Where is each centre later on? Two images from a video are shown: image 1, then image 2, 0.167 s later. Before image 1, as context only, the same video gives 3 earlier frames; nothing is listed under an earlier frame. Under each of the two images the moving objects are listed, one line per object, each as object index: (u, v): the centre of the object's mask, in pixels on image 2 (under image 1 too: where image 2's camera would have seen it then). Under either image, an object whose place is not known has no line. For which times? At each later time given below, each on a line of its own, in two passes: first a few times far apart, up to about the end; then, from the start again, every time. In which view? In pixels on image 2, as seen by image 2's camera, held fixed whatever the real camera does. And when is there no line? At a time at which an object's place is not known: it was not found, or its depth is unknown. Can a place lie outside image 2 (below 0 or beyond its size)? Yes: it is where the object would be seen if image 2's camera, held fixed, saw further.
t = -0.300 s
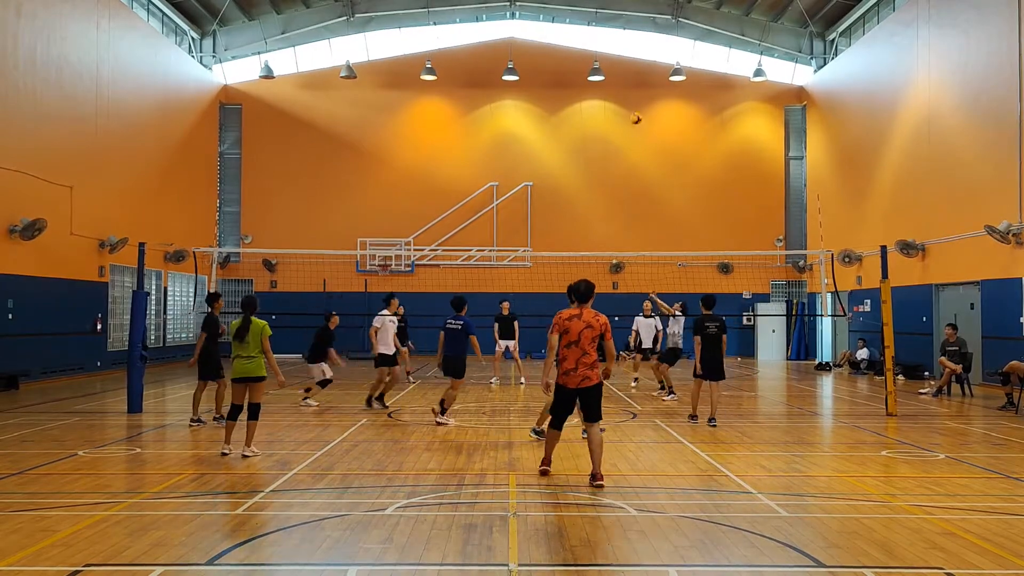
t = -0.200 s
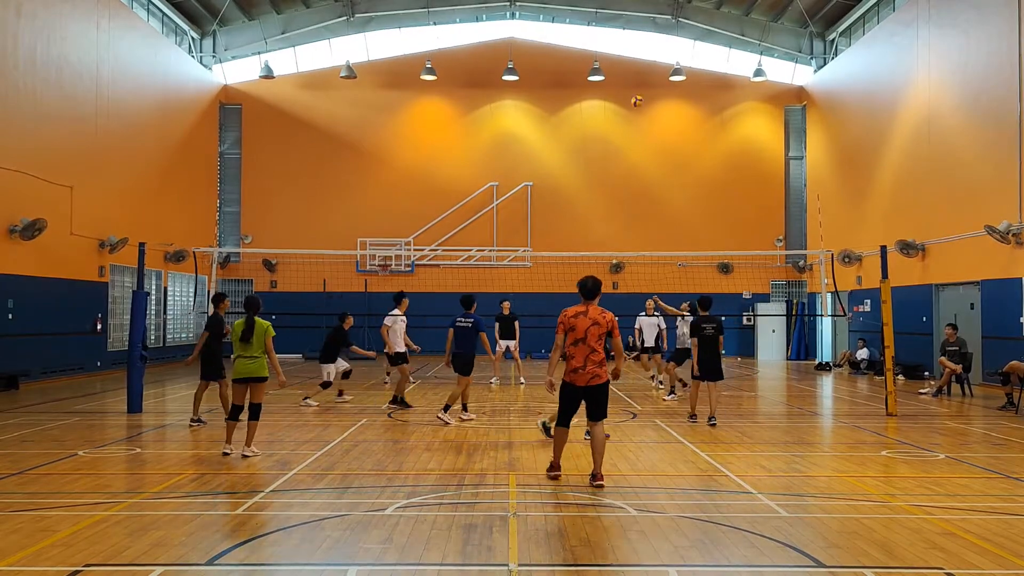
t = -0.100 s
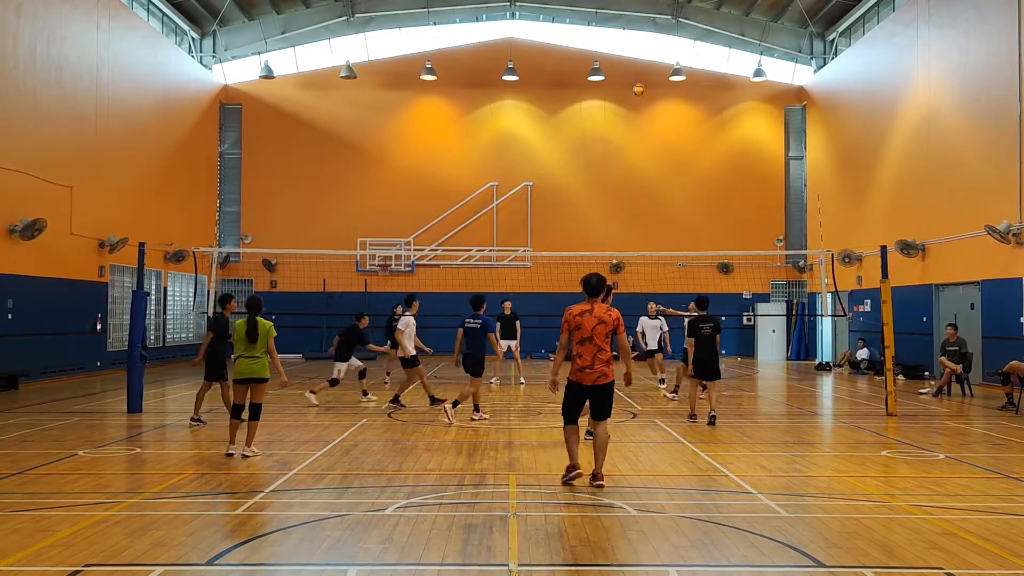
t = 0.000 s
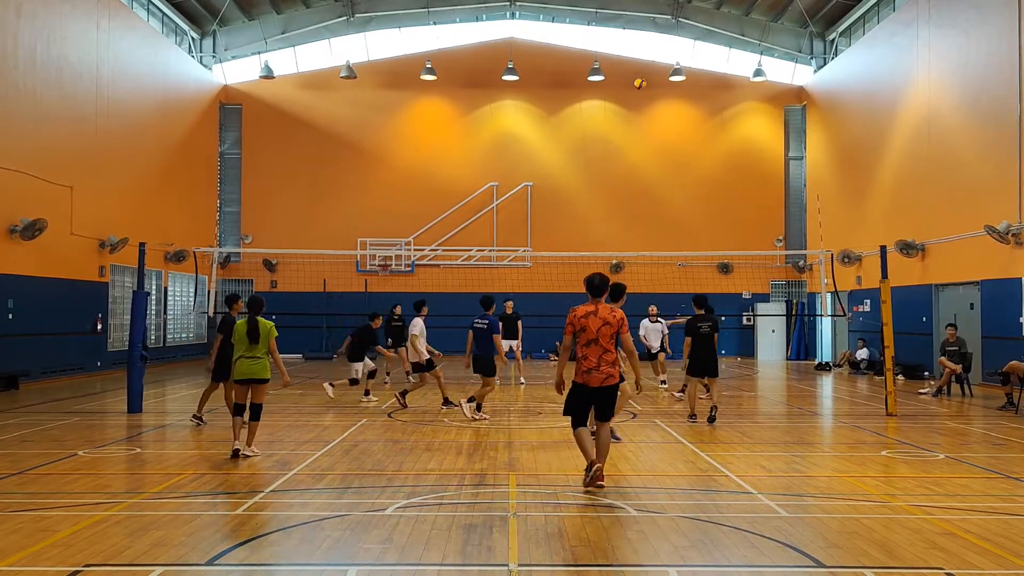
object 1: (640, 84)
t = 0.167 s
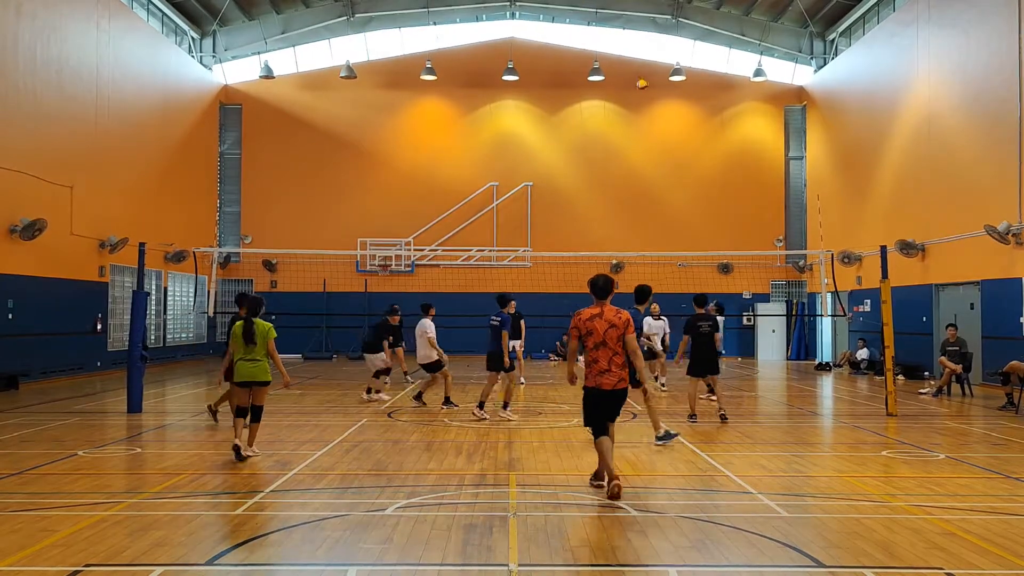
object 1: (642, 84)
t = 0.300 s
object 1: (644, 96)
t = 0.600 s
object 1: (648, 156)
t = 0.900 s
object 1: (651, 252)
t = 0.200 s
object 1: (642, 87)
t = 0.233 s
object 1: (643, 89)
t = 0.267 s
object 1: (643, 92)
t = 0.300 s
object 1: (644, 96)
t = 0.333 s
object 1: (645, 101)
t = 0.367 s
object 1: (645, 106)
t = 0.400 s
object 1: (645, 111)
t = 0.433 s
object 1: (645, 117)
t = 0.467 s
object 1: (646, 124)
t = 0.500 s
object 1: (647, 131)
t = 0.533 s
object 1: (648, 138)
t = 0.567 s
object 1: (647, 146)
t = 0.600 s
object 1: (648, 156)
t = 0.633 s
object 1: (648, 165)
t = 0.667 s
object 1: (650, 175)
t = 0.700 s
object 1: (648, 184)
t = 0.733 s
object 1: (648, 194)
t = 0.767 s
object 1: (649, 205)
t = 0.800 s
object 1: (650, 216)
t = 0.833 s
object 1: (651, 229)
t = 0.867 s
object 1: (651, 241)
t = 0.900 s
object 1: (651, 252)
